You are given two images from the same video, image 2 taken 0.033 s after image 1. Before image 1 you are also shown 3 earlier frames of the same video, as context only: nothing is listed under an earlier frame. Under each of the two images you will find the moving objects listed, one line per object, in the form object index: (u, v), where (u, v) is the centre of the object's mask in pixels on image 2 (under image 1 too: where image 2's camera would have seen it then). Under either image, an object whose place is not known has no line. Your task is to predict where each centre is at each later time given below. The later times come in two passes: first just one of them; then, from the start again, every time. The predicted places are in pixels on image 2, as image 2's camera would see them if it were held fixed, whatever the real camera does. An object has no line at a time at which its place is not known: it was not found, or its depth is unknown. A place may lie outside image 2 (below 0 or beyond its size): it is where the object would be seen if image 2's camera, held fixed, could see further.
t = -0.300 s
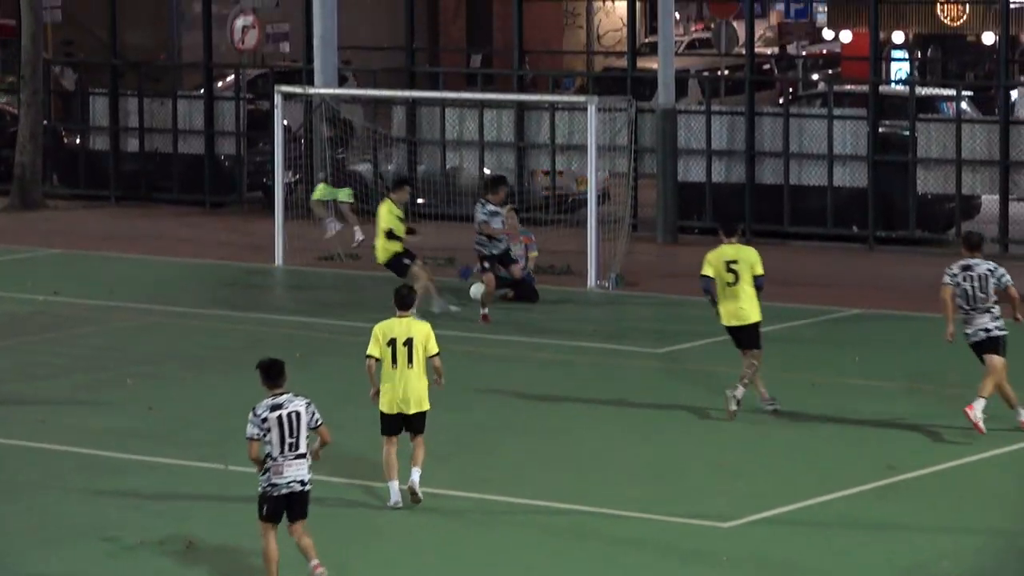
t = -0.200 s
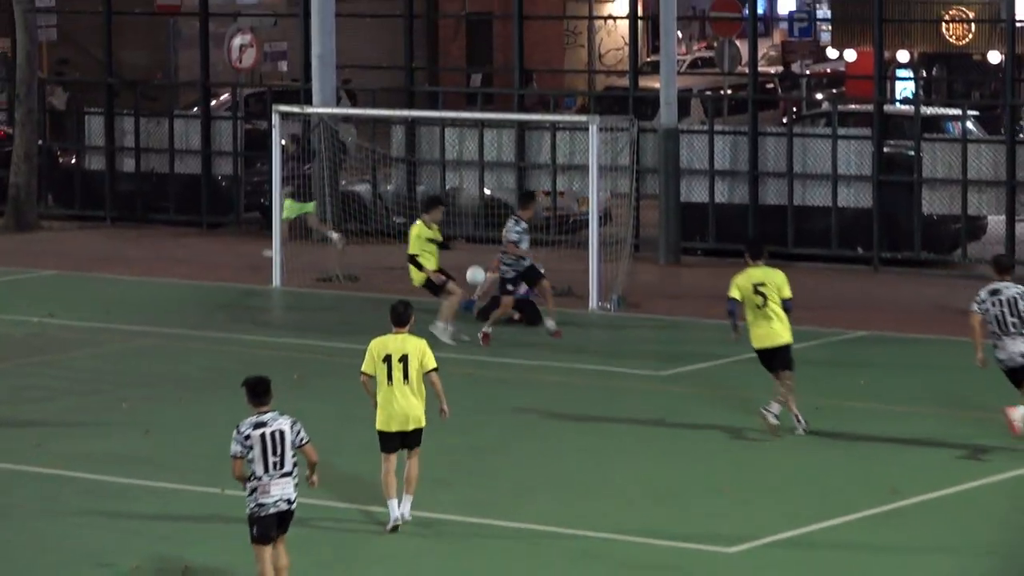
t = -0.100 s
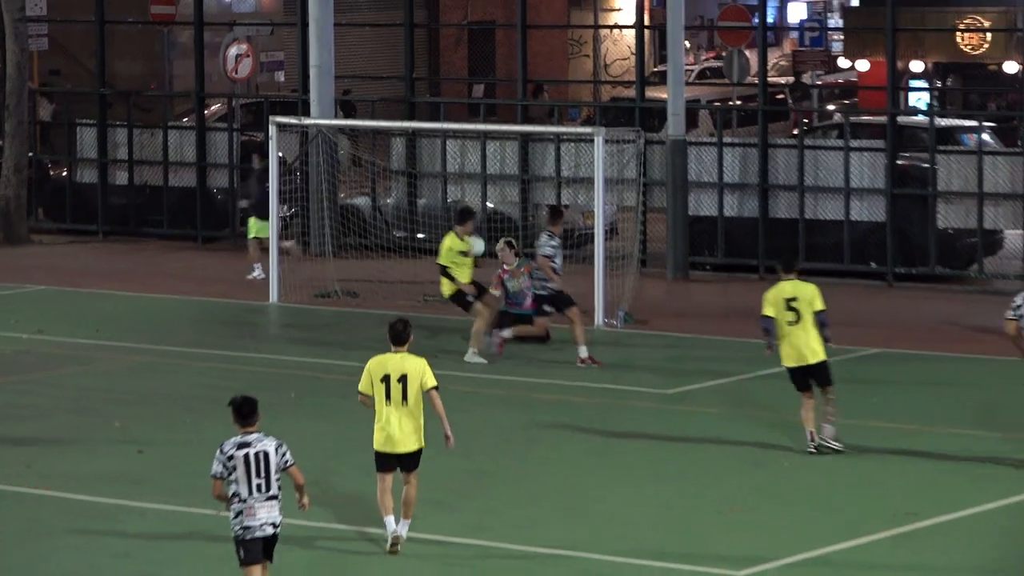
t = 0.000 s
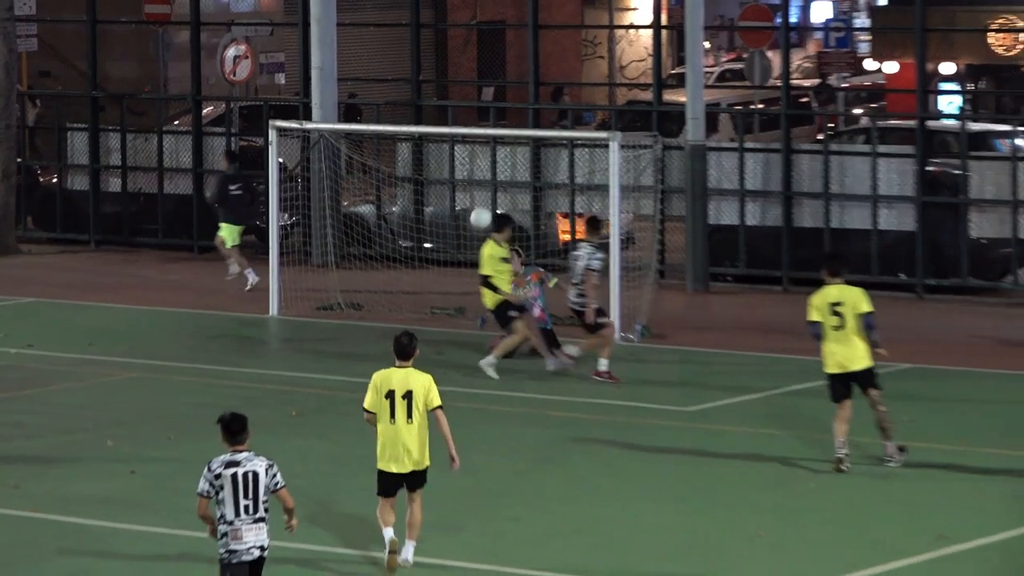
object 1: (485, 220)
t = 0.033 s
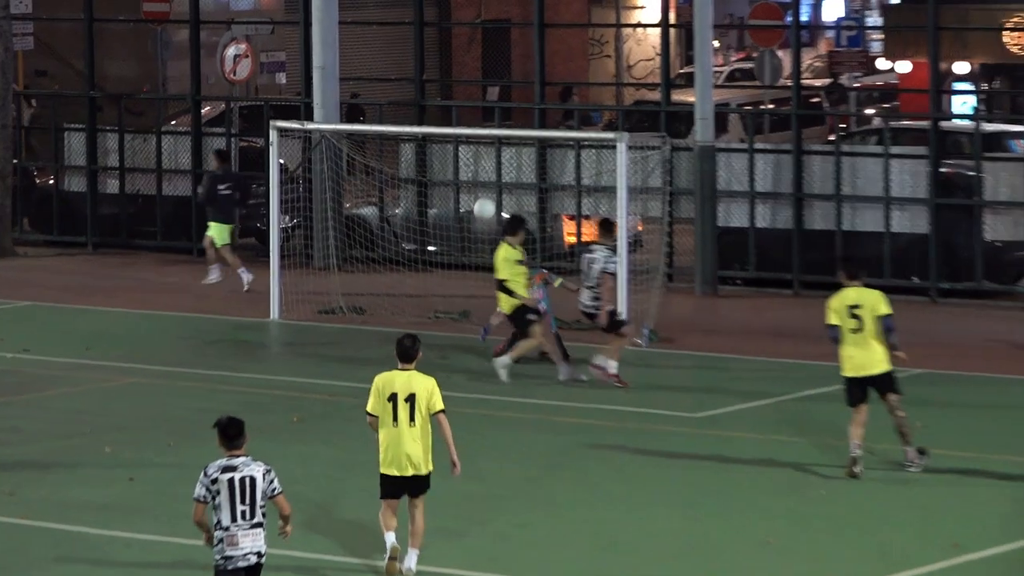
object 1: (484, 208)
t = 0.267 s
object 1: (475, 162)
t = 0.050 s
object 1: (484, 203)
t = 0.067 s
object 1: (484, 199)
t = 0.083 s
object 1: (482, 195)
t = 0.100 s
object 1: (482, 190)
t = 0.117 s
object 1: (481, 186)
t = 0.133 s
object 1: (480, 182)
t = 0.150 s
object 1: (479, 178)
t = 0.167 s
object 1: (479, 175)
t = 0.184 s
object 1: (479, 173)
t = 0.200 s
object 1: (478, 171)
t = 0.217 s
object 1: (477, 168)
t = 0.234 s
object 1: (477, 165)
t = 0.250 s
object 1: (476, 163)
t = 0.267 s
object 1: (475, 162)
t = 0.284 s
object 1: (474, 160)
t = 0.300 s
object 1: (474, 159)
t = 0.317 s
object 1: (473, 158)
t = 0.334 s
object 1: (472, 157)
